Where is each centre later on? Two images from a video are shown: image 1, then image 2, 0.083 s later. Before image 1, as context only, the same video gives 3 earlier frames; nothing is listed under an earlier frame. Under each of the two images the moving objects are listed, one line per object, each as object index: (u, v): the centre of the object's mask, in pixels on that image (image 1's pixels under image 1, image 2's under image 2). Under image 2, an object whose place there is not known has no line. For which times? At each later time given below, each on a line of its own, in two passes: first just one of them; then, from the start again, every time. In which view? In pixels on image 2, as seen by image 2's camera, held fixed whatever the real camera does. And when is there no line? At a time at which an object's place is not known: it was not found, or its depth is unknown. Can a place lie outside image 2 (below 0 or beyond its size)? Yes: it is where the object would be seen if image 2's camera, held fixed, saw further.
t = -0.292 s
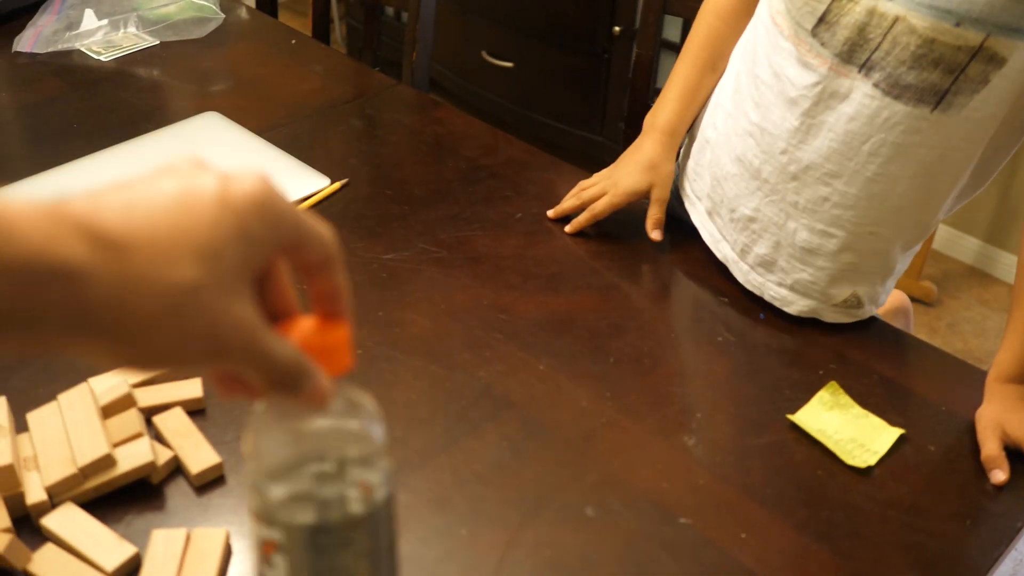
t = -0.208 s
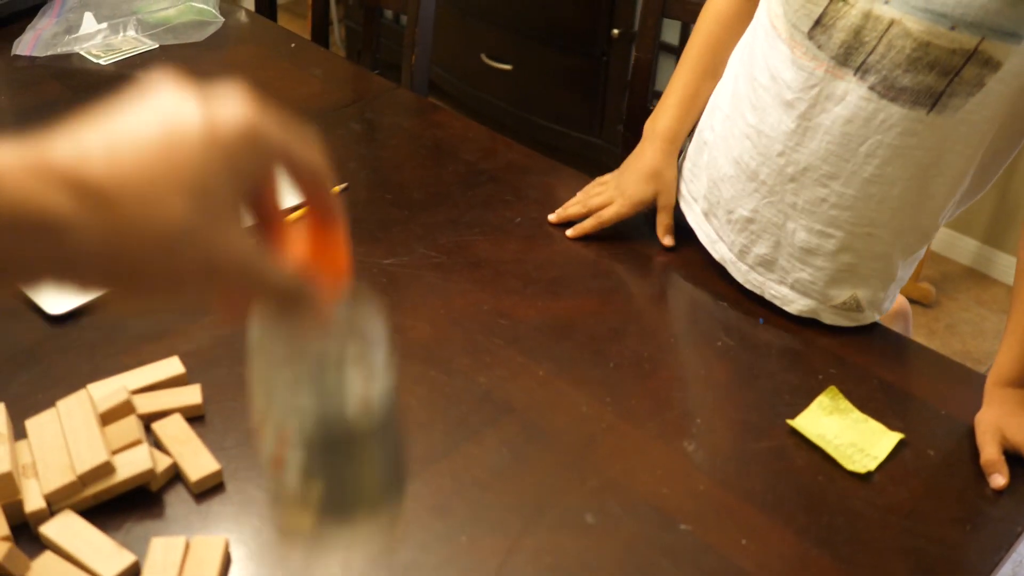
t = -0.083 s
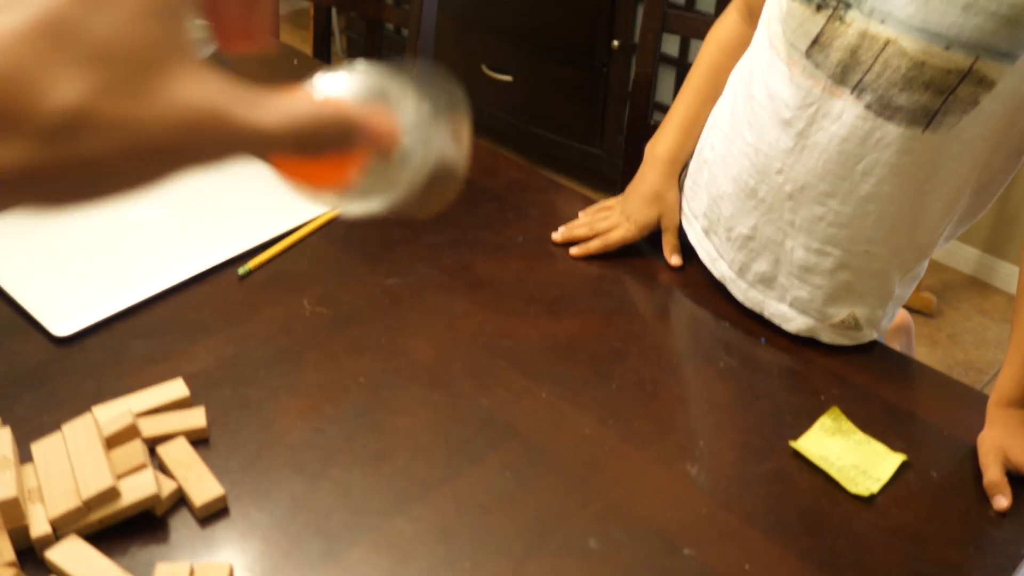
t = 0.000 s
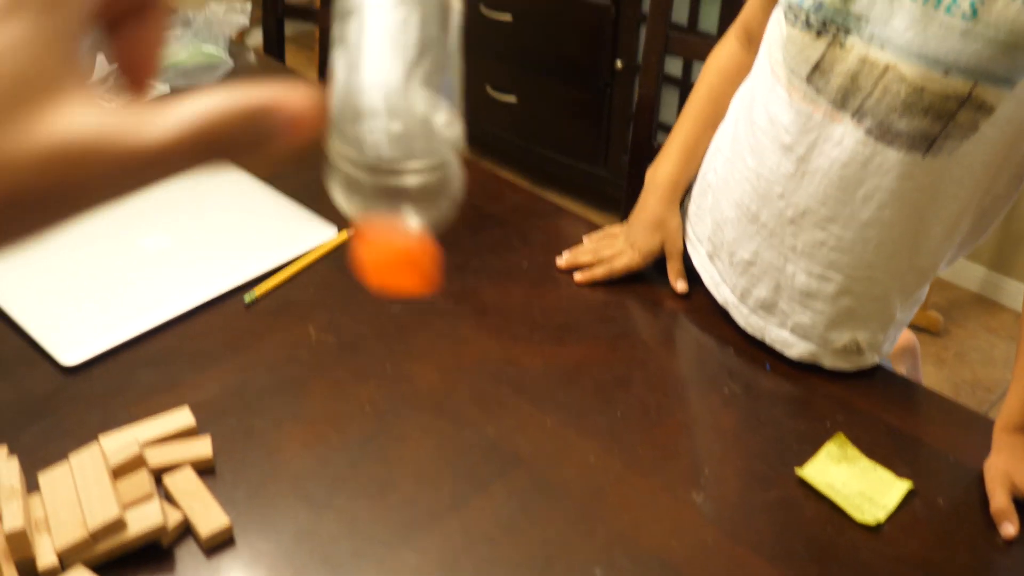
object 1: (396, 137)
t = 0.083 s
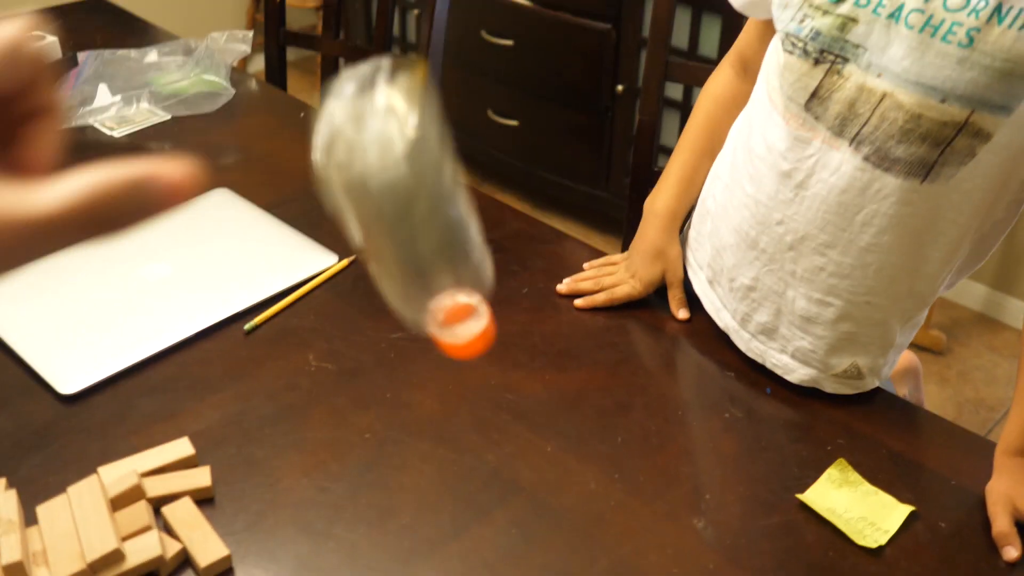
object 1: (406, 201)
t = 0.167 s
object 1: (425, 415)
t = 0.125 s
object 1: (404, 290)
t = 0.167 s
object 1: (425, 415)
